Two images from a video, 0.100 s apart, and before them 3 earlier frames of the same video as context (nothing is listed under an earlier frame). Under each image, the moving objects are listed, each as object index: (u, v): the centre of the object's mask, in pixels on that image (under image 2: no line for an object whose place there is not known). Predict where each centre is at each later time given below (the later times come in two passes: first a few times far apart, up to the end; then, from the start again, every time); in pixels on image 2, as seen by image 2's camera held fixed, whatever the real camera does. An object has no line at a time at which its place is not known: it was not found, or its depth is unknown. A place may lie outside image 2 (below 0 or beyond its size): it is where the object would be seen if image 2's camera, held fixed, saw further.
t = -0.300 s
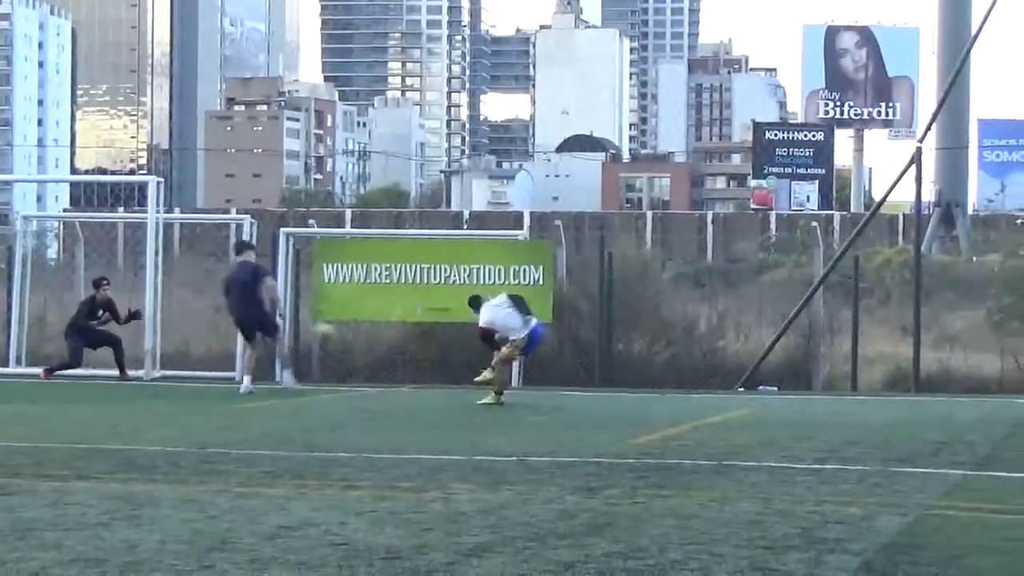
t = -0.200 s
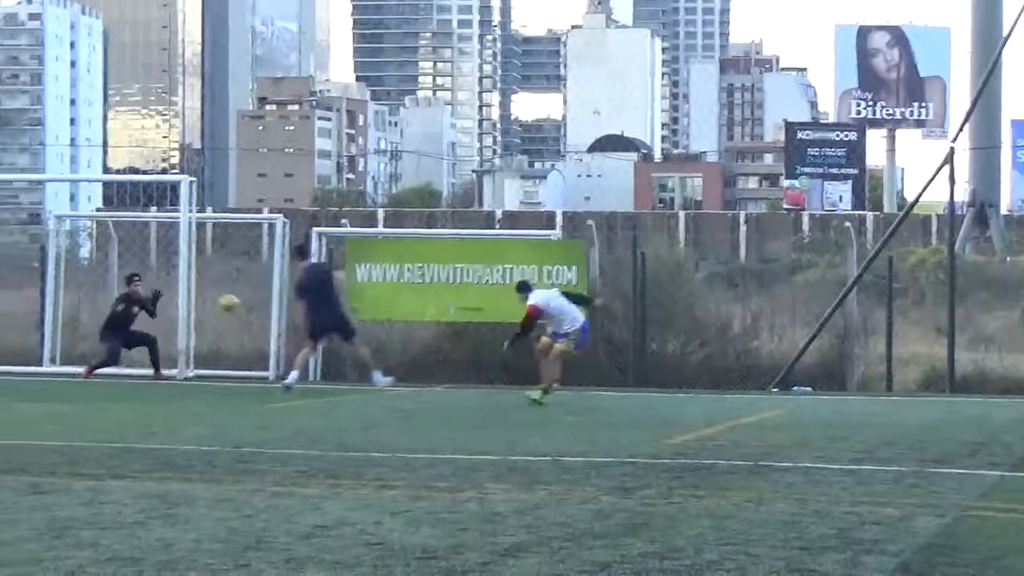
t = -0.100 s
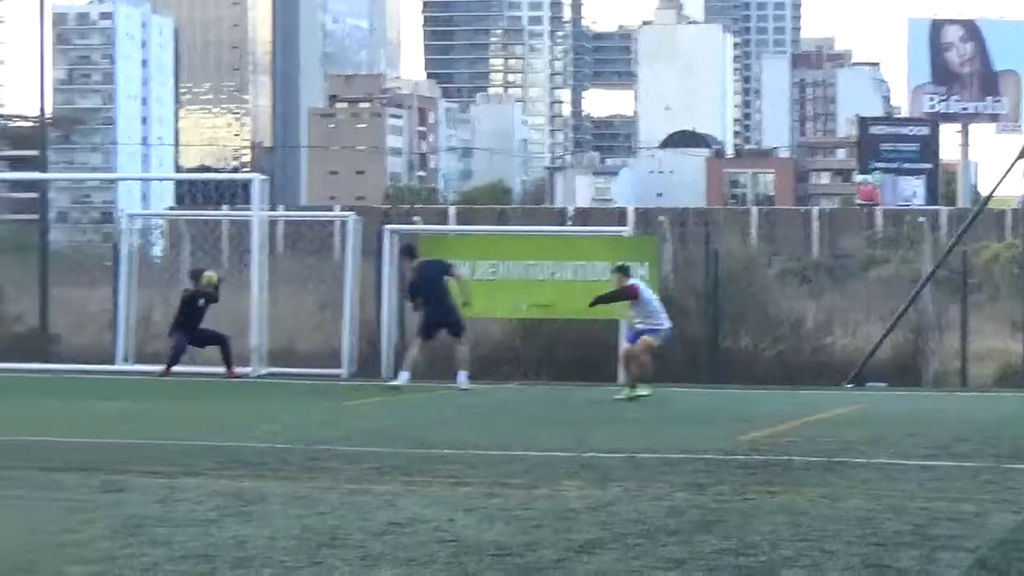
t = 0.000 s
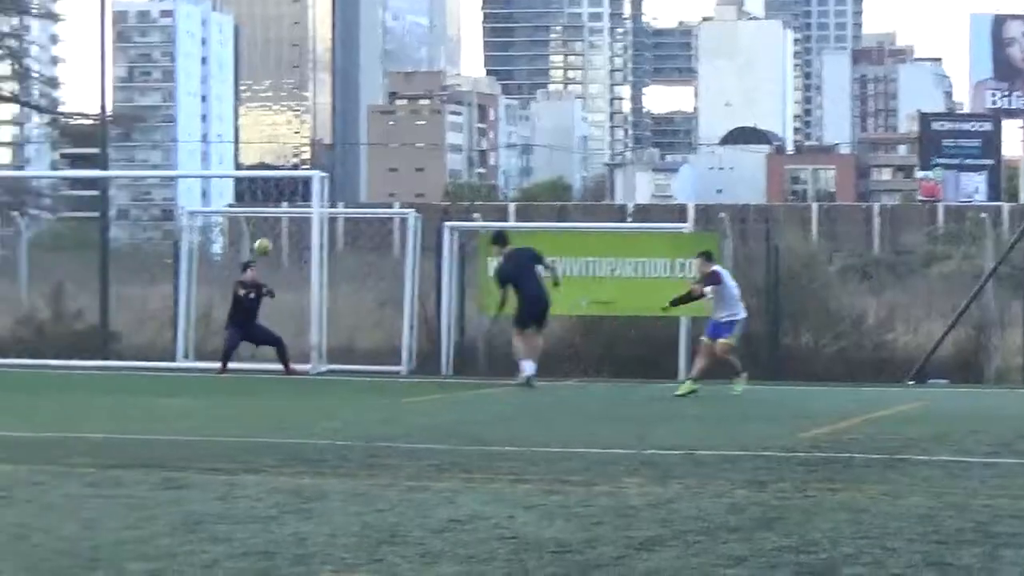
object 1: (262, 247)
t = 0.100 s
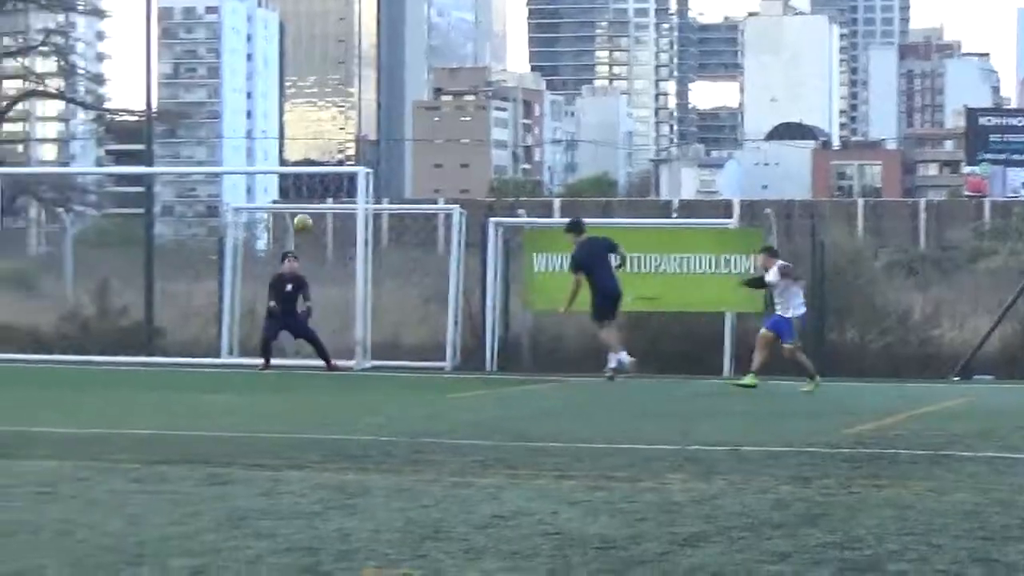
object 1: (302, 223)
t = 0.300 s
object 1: (290, 206)
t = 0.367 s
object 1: (285, 207)
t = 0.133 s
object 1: (300, 218)
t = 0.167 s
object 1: (299, 216)
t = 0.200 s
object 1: (296, 211)
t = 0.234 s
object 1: (295, 208)
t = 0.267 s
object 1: (292, 207)
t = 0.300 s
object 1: (290, 206)
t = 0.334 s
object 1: (288, 205)
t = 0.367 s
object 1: (285, 207)
